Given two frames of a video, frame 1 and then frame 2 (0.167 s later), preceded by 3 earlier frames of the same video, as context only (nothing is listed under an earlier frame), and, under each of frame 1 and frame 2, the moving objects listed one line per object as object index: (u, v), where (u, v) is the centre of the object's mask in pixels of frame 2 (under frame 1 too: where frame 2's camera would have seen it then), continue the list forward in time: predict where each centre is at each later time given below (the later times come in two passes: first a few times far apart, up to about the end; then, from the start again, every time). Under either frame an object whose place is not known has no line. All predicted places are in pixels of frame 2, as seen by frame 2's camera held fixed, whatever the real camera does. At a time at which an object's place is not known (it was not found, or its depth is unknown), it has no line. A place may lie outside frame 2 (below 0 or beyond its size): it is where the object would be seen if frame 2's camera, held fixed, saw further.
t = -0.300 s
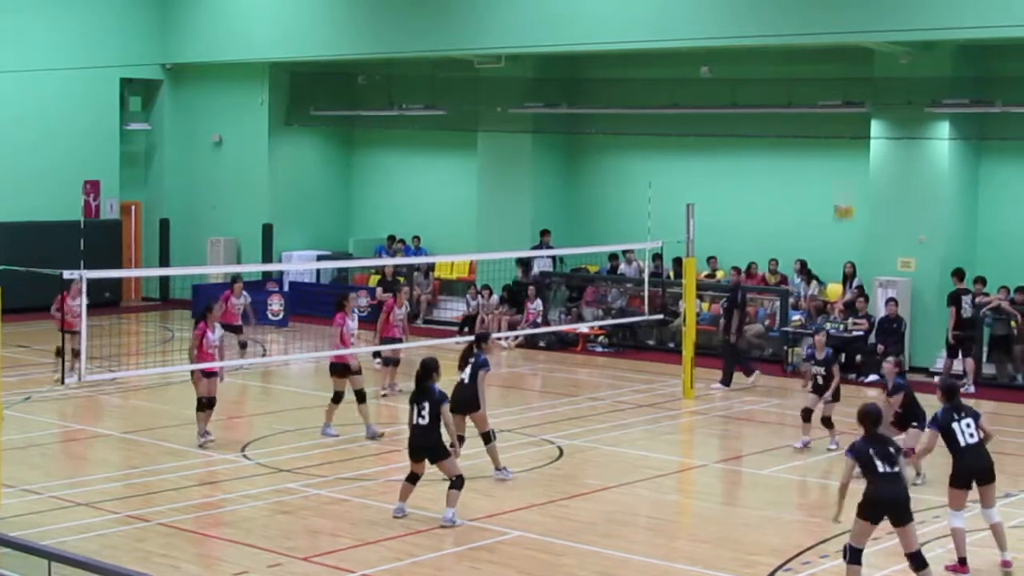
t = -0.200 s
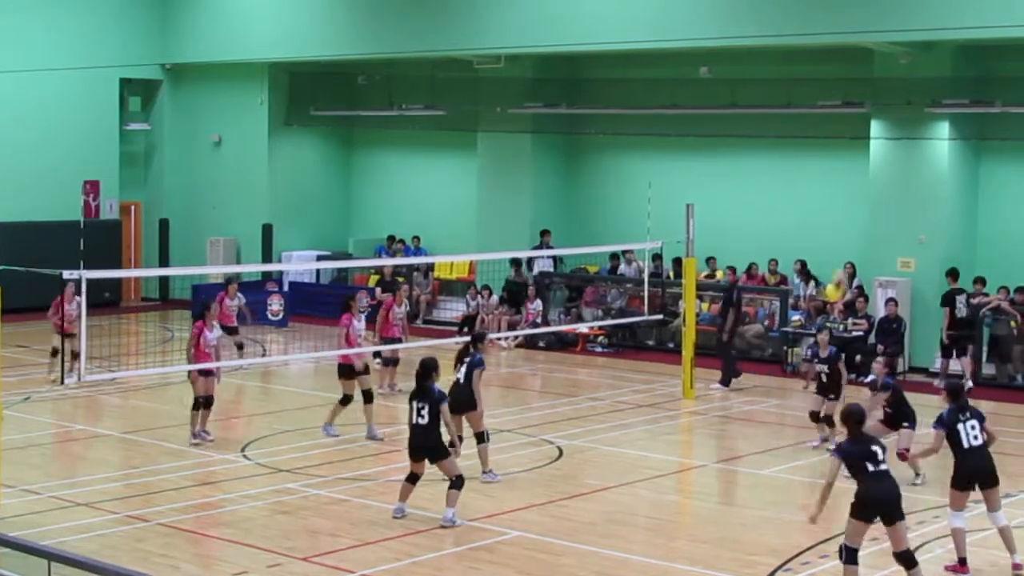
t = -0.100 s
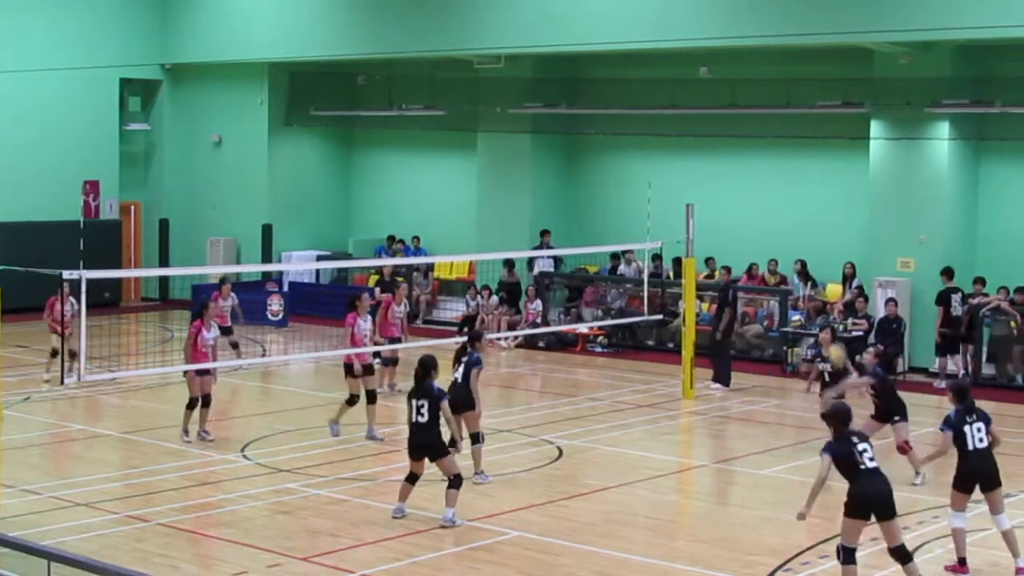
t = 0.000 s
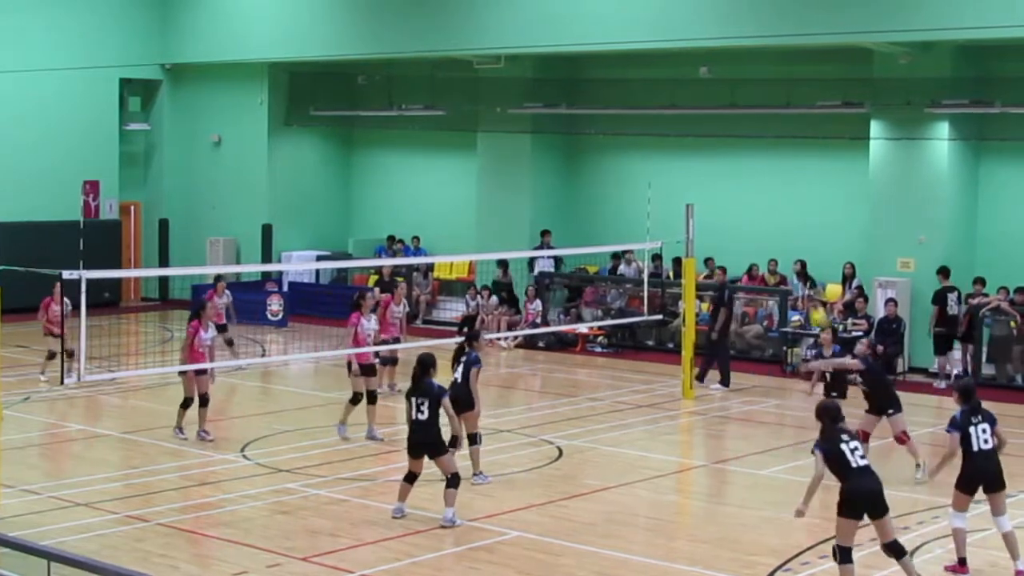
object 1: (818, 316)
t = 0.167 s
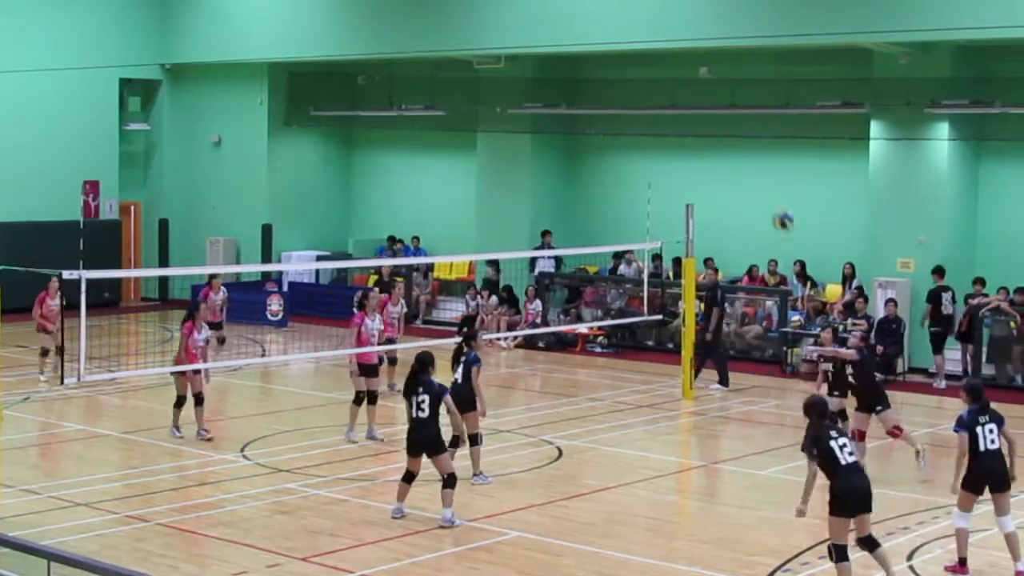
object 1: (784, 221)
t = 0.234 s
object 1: (768, 188)
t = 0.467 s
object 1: (713, 108)
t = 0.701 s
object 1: (655, 83)
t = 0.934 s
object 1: (594, 114)
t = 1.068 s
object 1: (557, 158)
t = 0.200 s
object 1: (776, 203)
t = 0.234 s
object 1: (768, 188)
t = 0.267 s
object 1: (760, 173)
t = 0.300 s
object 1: (753, 159)
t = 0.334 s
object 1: (745, 147)
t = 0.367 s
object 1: (738, 137)
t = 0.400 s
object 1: (730, 126)
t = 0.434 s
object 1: (722, 118)
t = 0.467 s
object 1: (713, 108)
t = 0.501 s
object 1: (706, 102)
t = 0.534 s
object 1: (698, 96)
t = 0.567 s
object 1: (688, 91)
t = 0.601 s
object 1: (680, 87)
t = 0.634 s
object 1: (672, 84)
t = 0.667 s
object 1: (665, 82)
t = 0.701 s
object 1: (655, 83)
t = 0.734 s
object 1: (646, 84)
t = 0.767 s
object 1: (637, 86)
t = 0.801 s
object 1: (628, 89)
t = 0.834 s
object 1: (620, 94)
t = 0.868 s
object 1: (611, 99)
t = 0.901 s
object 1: (602, 104)
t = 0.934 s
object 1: (594, 114)
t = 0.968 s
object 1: (583, 123)
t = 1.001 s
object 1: (576, 132)
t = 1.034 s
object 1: (566, 144)
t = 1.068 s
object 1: (557, 158)
